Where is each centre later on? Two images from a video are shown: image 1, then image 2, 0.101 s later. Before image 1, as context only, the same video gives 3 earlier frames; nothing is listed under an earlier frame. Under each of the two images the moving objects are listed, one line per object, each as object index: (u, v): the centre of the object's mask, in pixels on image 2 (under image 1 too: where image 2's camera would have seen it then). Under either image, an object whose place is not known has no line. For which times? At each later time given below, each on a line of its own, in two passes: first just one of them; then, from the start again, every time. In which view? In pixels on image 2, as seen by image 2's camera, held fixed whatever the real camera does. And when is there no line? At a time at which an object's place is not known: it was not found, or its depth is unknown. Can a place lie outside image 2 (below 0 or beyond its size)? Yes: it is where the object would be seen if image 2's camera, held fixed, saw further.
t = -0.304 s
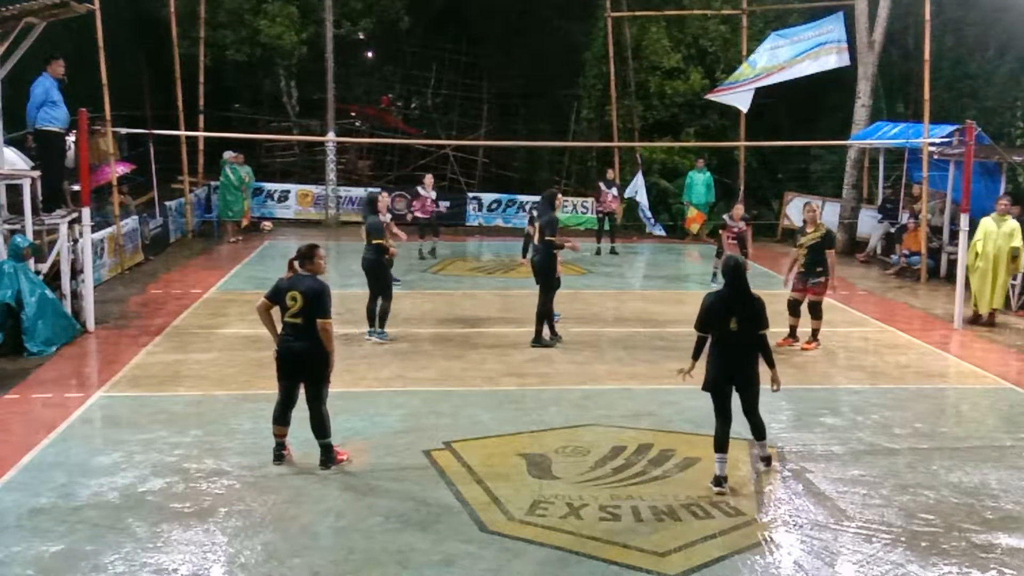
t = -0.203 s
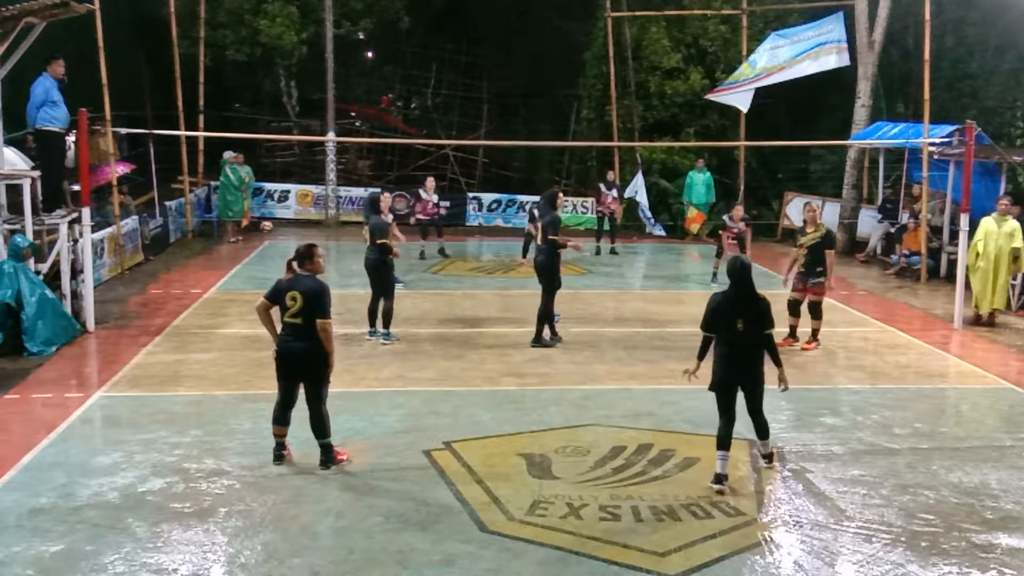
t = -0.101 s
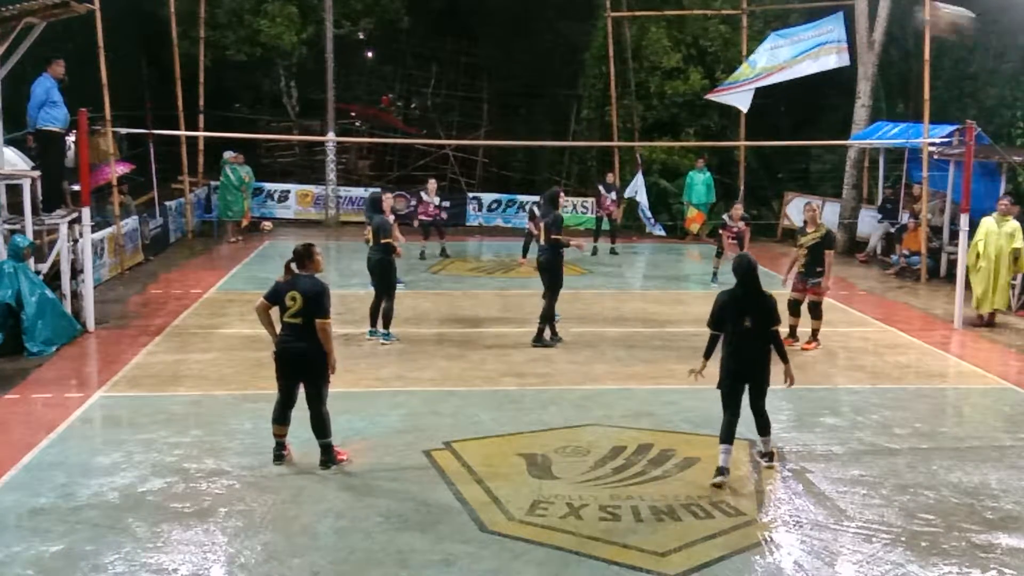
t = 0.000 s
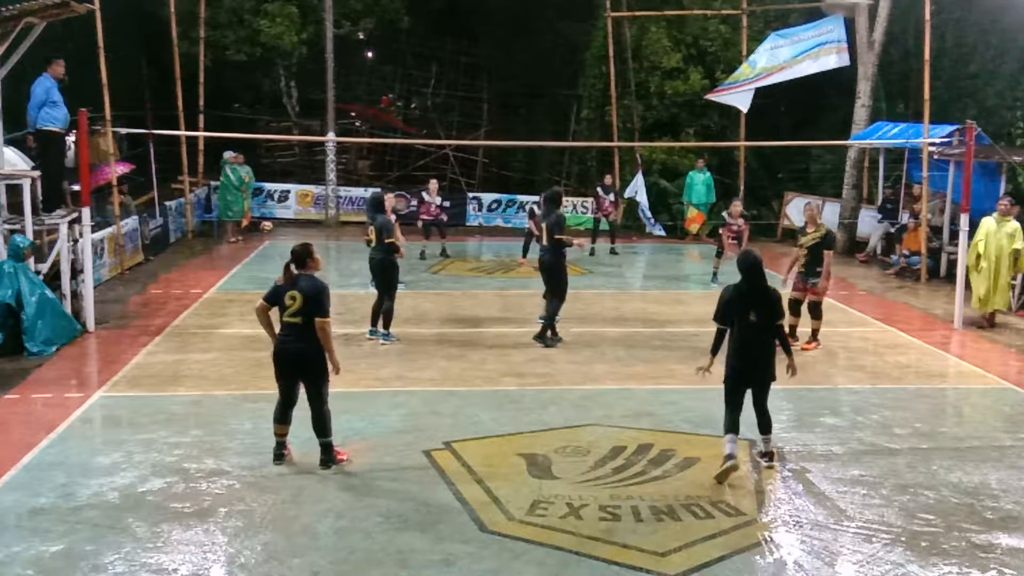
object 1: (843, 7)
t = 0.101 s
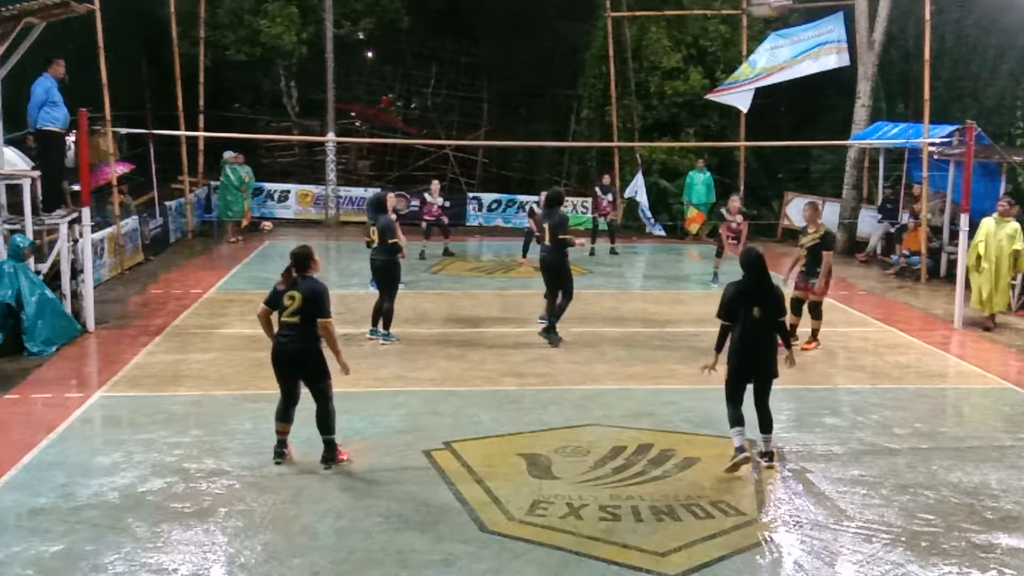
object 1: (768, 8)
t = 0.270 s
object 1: (674, 30)
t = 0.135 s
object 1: (747, 9)
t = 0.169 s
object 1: (727, 12)
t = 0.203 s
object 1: (708, 17)
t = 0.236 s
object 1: (690, 23)
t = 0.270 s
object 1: (674, 30)
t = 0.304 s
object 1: (657, 37)
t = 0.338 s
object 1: (642, 45)
